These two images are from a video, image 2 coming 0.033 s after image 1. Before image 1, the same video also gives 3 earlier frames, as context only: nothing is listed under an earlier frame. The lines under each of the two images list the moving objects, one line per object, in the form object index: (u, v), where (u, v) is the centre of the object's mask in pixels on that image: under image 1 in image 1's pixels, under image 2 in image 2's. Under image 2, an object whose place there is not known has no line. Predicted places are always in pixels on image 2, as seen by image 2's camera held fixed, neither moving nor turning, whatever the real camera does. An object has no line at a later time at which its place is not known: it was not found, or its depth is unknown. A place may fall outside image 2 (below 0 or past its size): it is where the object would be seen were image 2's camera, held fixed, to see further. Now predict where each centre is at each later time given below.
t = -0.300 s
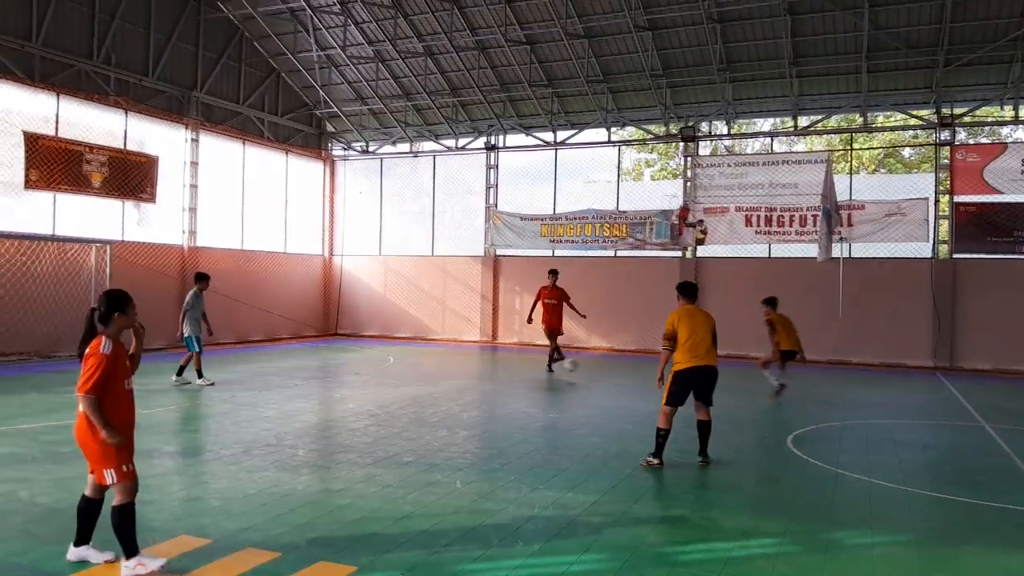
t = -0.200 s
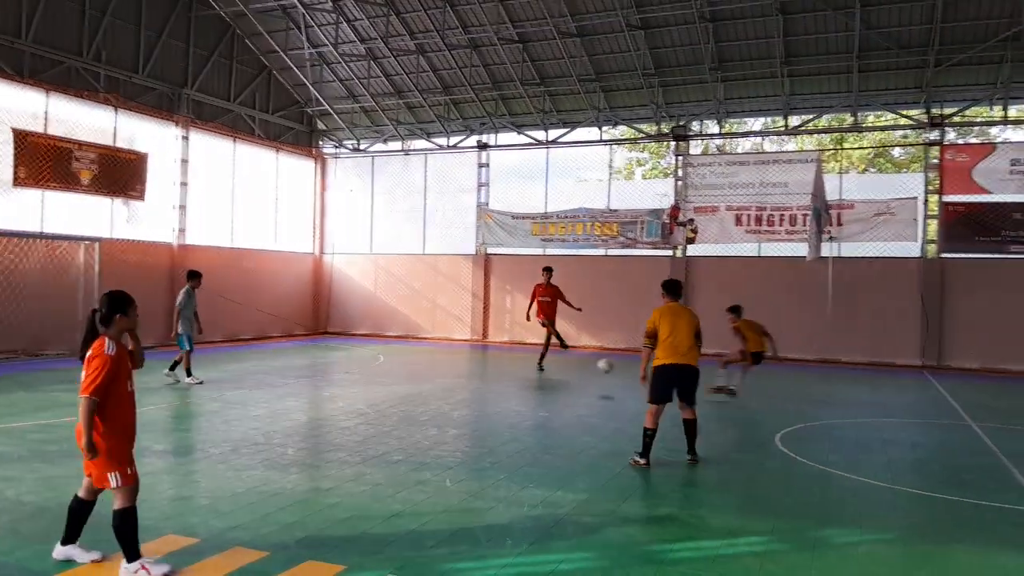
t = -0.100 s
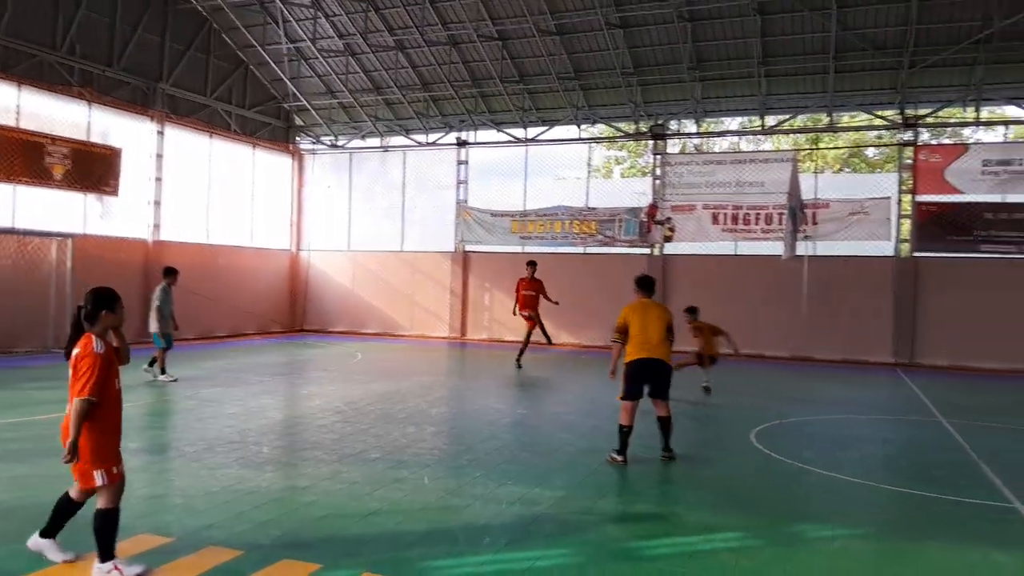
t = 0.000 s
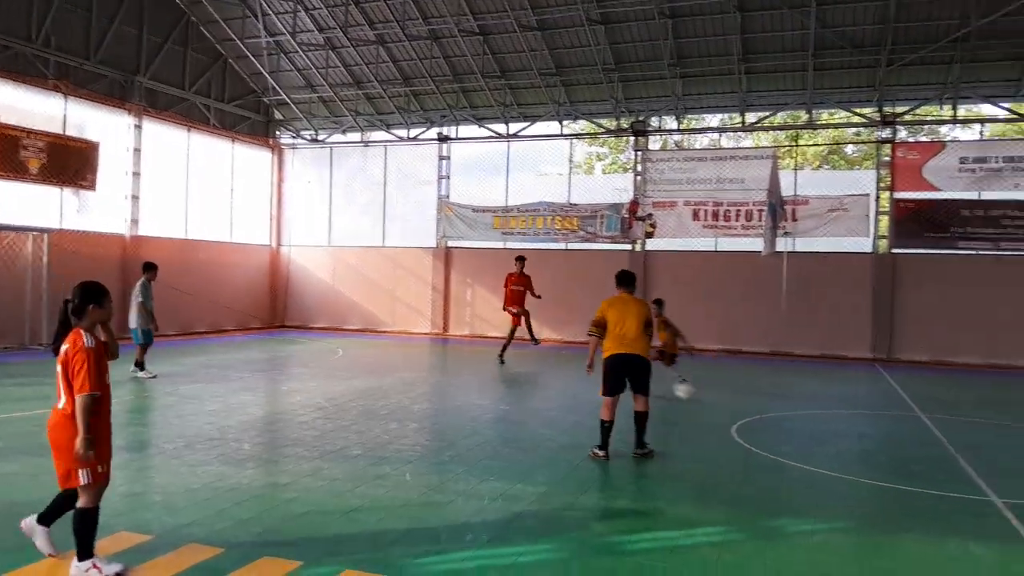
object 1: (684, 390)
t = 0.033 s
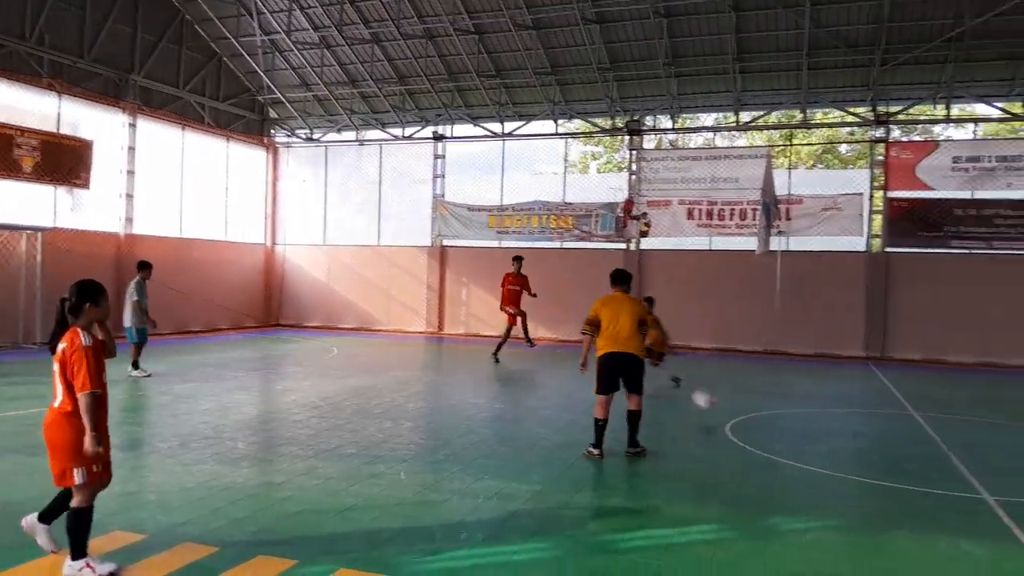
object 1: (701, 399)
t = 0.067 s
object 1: (732, 413)
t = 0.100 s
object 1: (763, 425)
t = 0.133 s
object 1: (792, 426)
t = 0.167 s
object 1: (822, 429)
